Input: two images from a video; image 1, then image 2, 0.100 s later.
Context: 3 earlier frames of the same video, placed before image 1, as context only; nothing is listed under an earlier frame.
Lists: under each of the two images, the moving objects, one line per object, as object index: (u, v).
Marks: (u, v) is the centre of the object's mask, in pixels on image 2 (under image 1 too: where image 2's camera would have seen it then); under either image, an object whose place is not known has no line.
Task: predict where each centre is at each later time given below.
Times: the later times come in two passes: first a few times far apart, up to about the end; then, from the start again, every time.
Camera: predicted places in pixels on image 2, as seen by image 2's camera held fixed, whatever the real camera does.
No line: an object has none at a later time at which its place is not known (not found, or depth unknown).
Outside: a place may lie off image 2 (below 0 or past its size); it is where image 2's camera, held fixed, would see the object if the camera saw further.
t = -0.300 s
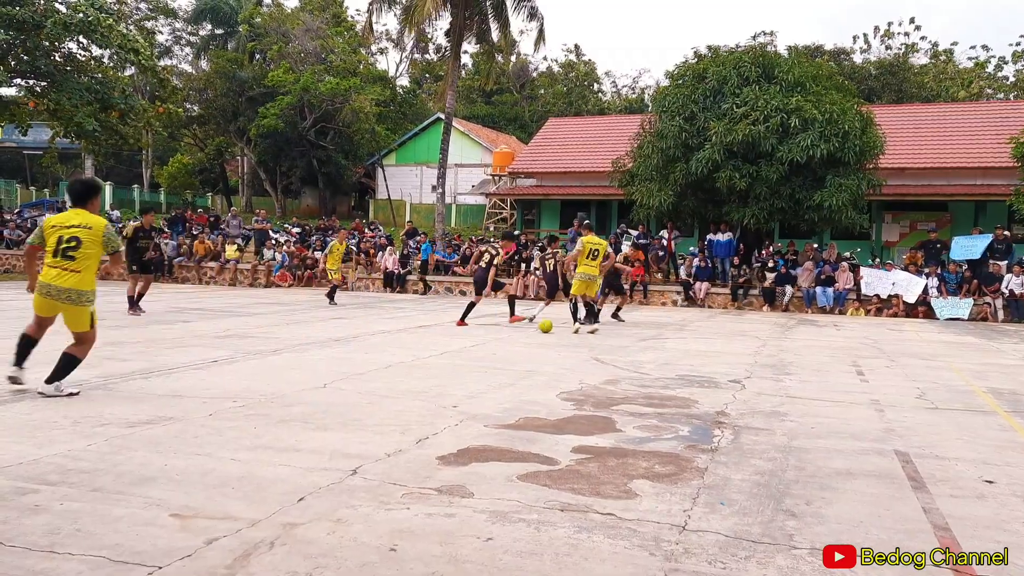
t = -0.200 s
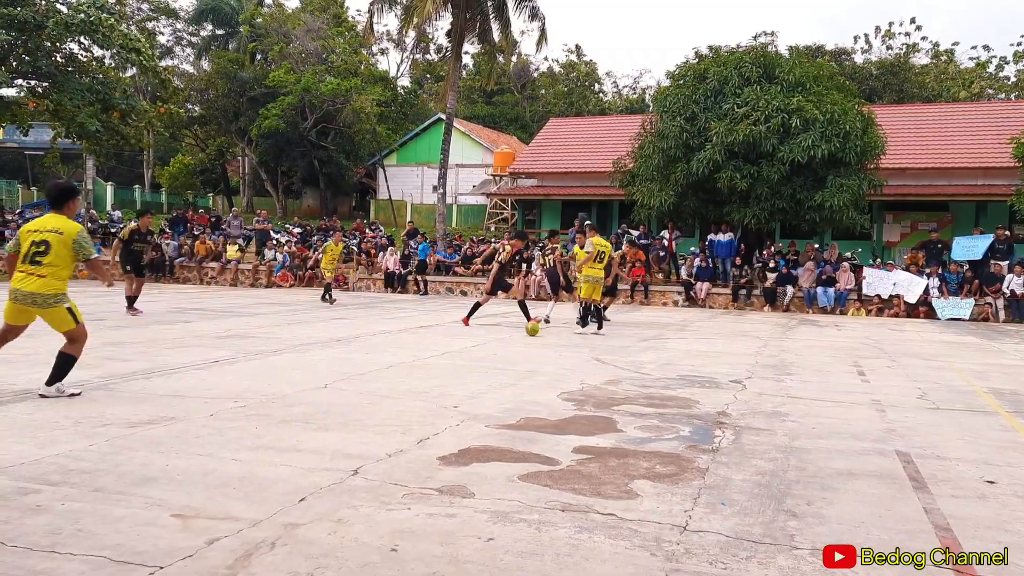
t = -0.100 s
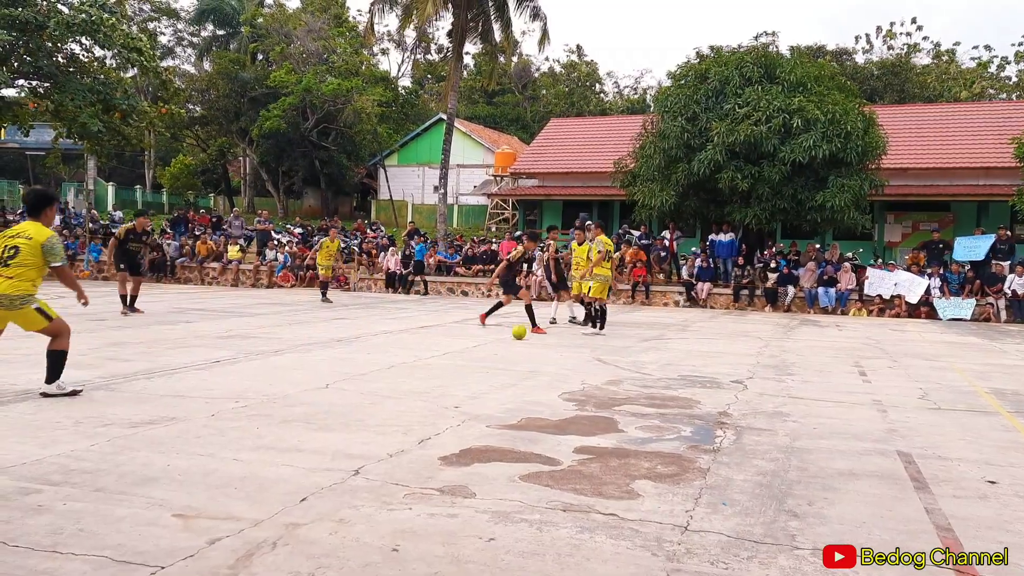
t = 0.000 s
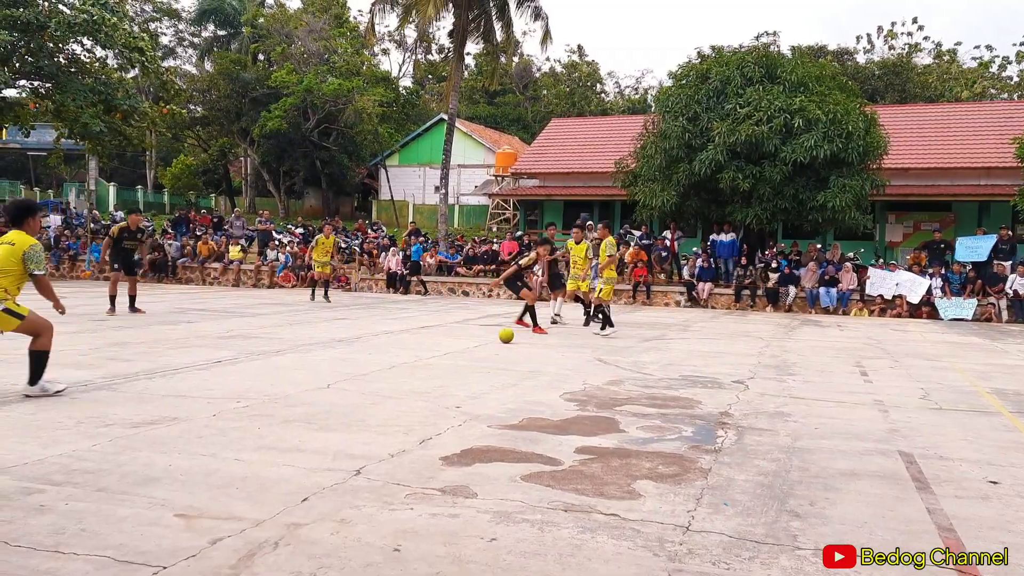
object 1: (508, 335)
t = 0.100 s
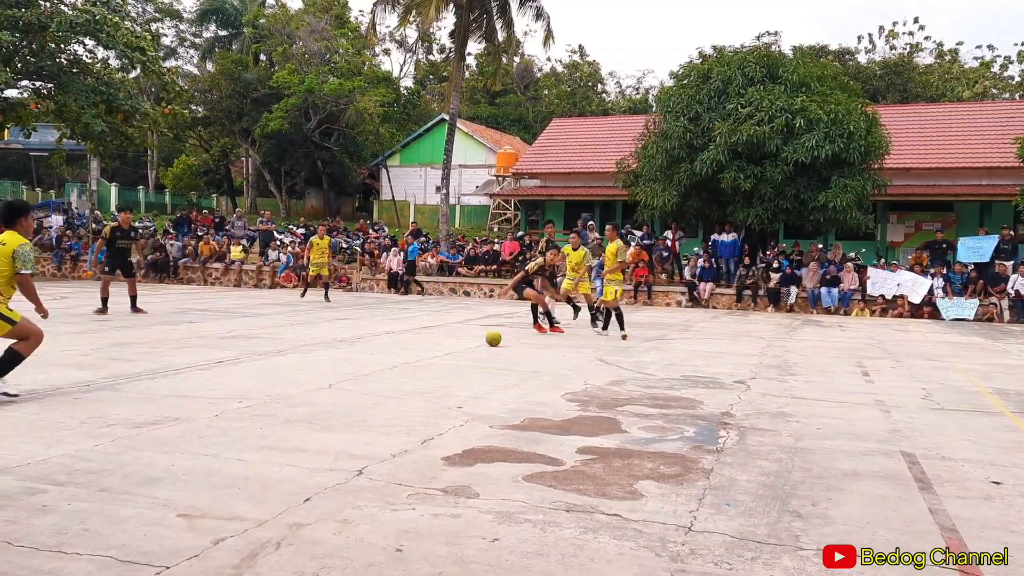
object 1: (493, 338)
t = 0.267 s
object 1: (467, 343)
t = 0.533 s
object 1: (417, 352)
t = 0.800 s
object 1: (355, 365)
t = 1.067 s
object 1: (273, 383)
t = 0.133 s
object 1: (489, 339)
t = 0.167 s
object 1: (484, 340)
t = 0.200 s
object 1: (478, 341)
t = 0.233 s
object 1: (473, 342)
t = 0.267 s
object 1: (467, 343)
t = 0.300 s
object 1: (461, 343)
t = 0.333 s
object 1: (456, 345)
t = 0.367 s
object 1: (450, 346)
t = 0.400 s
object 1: (443, 348)
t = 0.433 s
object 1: (437, 348)
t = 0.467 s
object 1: (430, 350)
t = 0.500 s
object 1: (424, 351)
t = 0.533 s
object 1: (417, 352)
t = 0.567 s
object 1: (410, 354)
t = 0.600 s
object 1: (403, 355)
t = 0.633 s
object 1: (395, 357)
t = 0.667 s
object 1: (388, 358)
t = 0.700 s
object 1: (380, 360)
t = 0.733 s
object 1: (372, 362)
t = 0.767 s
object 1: (364, 363)
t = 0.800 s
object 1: (355, 365)
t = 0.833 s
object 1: (346, 367)
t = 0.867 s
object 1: (337, 370)
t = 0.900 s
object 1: (327, 372)
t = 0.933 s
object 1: (317, 373)
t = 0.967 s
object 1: (306, 376)
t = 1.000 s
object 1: (296, 378)
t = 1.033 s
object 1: (284, 380)
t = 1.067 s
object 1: (273, 383)
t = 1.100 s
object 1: (261, 385)
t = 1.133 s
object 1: (248, 387)
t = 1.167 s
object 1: (235, 390)
